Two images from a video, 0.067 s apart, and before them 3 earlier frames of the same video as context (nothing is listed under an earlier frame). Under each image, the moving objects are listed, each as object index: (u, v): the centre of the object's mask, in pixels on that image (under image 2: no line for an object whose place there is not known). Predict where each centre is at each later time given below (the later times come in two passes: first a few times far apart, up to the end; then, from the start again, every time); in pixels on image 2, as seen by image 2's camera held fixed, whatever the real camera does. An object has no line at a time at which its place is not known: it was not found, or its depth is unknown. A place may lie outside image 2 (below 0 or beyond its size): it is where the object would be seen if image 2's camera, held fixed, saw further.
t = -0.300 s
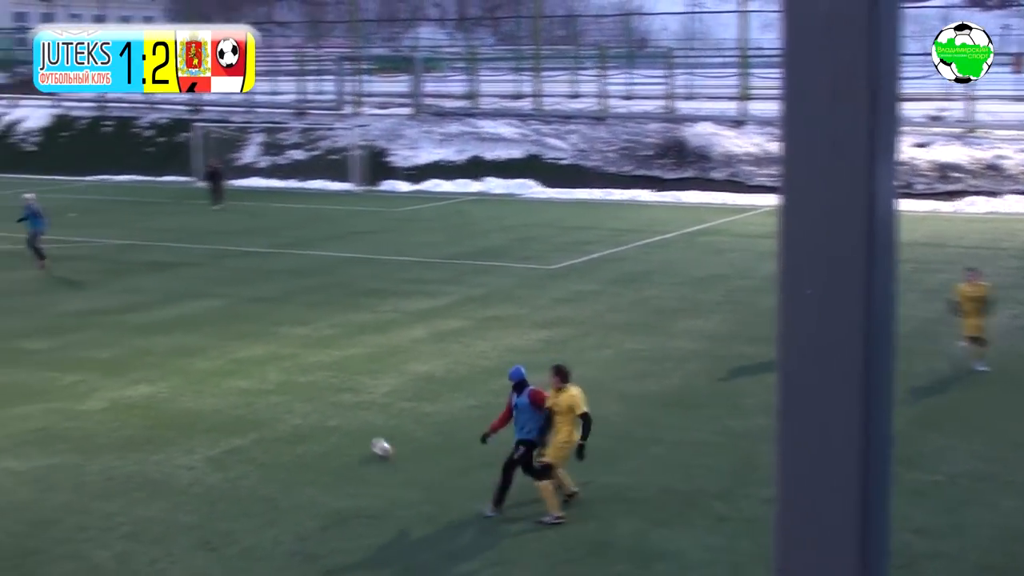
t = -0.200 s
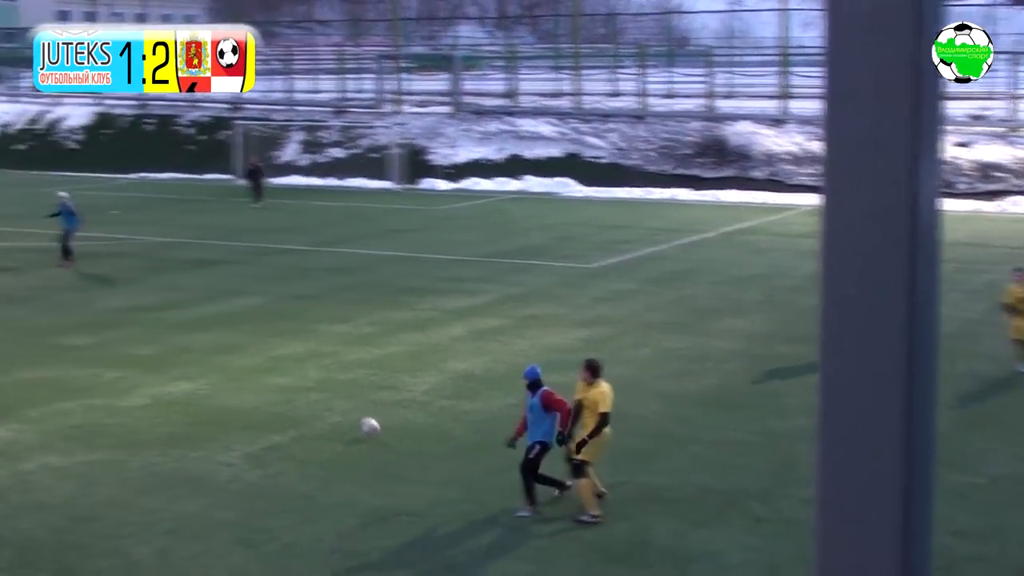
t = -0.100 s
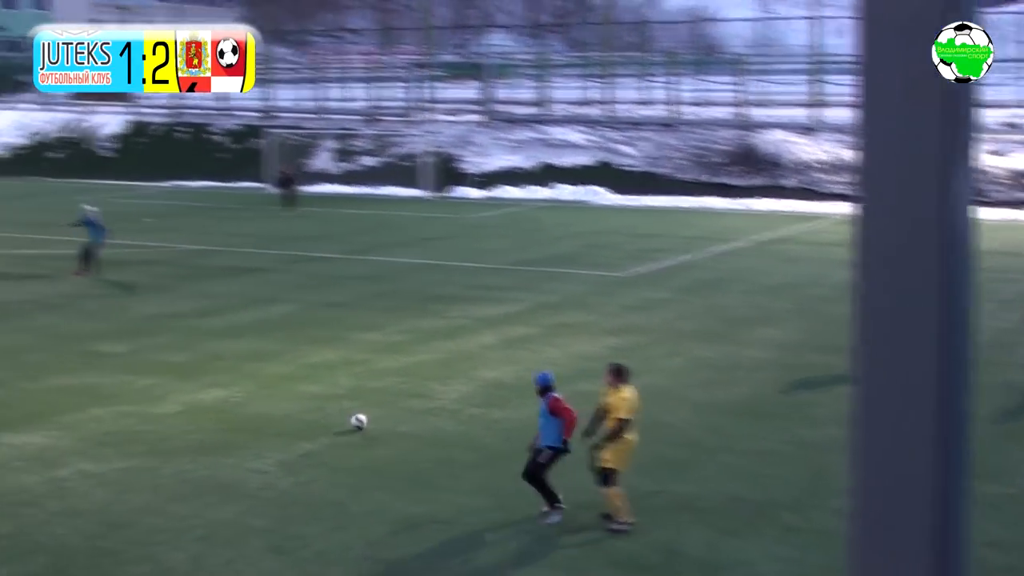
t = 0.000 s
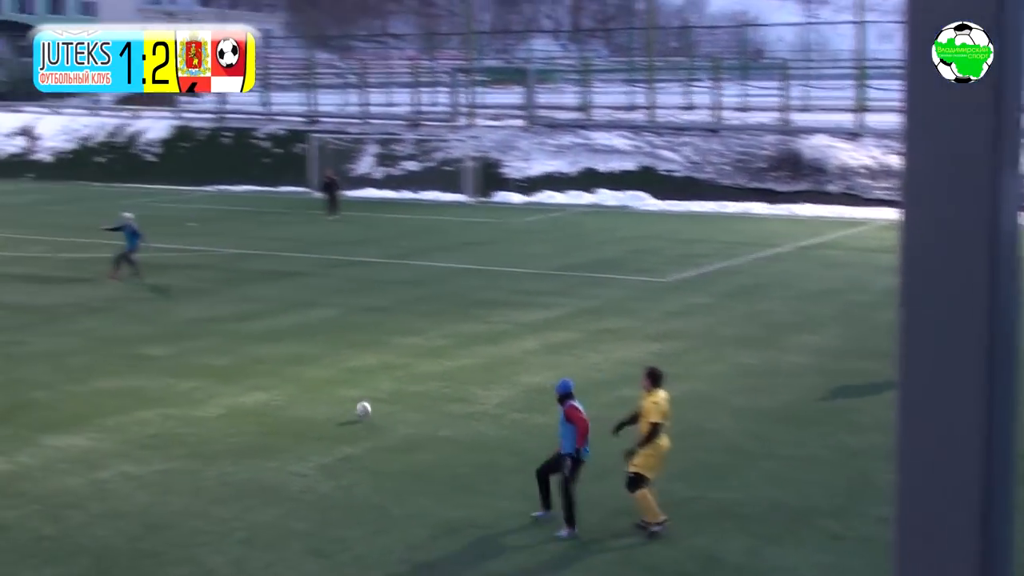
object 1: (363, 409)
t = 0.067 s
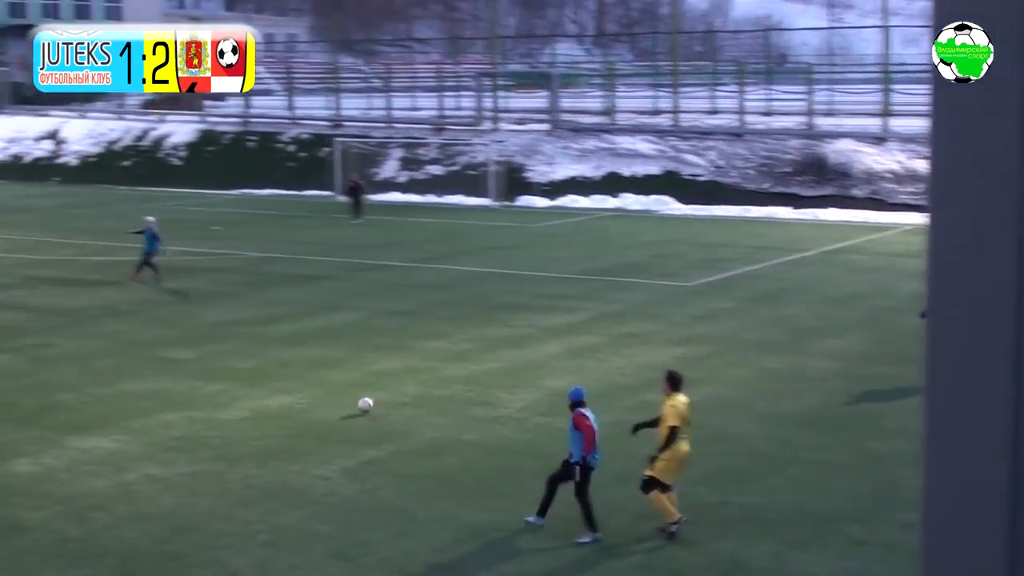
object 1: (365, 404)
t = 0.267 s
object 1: (315, 383)
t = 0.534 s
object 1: (264, 362)
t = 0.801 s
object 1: (228, 345)
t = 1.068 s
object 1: (200, 331)
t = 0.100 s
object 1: (355, 401)
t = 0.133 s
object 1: (348, 397)
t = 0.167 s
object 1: (338, 392)
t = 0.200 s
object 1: (330, 388)
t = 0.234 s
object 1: (323, 385)
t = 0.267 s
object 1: (315, 383)
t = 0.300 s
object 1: (308, 379)
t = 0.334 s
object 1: (301, 376)
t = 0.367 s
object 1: (293, 373)
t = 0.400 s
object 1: (287, 371)
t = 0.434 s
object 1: (281, 369)
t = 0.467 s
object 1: (275, 366)
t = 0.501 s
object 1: (270, 364)
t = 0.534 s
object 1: (264, 362)
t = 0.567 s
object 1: (258, 359)
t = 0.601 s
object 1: (253, 357)
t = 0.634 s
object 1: (248, 355)
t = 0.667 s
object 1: (244, 353)
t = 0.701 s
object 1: (240, 351)
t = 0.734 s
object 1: (235, 349)
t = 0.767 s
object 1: (231, 347)
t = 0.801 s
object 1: (228, 345)
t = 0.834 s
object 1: (224, 343)
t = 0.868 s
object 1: (220, 341)
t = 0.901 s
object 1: (216, 339)
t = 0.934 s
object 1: (213, 337)
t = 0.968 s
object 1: (209, 336)
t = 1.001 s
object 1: (206, 335)
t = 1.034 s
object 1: (202, 333)
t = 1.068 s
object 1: (200, 331)
